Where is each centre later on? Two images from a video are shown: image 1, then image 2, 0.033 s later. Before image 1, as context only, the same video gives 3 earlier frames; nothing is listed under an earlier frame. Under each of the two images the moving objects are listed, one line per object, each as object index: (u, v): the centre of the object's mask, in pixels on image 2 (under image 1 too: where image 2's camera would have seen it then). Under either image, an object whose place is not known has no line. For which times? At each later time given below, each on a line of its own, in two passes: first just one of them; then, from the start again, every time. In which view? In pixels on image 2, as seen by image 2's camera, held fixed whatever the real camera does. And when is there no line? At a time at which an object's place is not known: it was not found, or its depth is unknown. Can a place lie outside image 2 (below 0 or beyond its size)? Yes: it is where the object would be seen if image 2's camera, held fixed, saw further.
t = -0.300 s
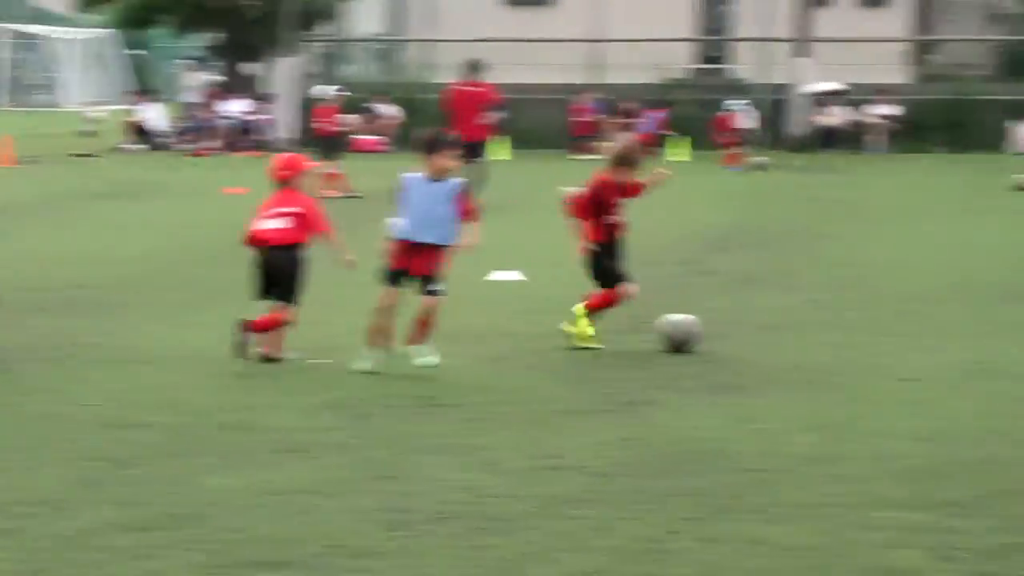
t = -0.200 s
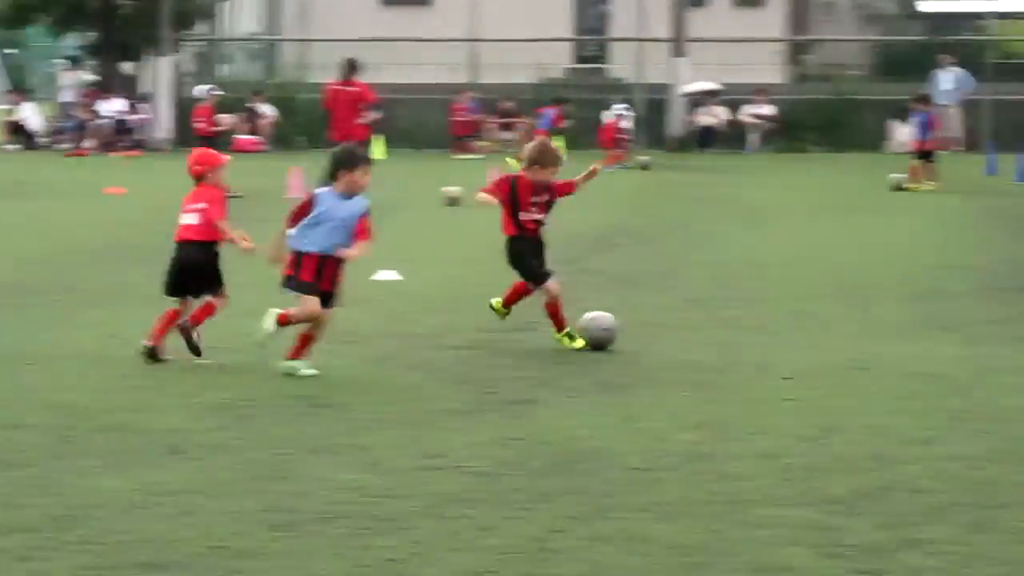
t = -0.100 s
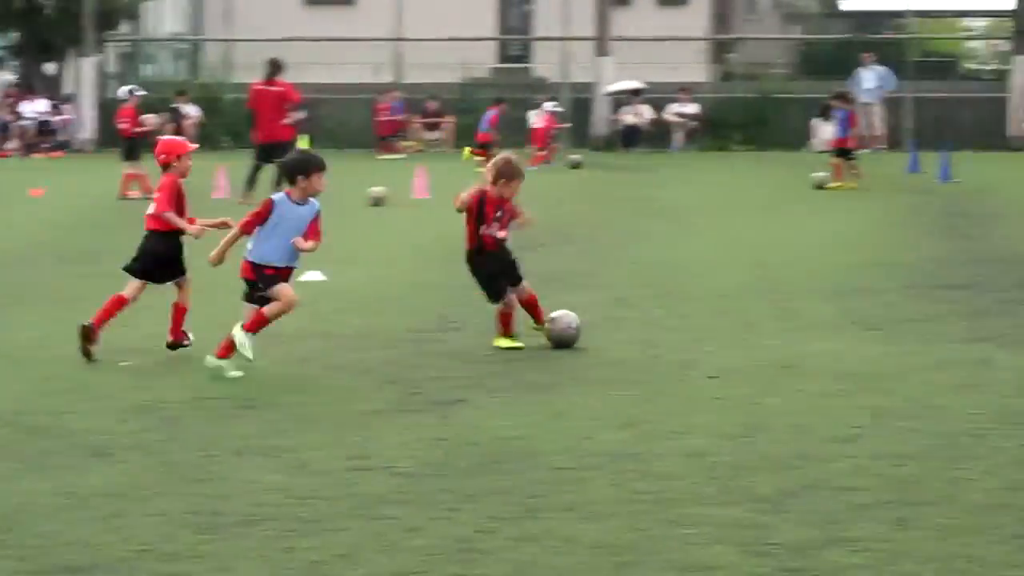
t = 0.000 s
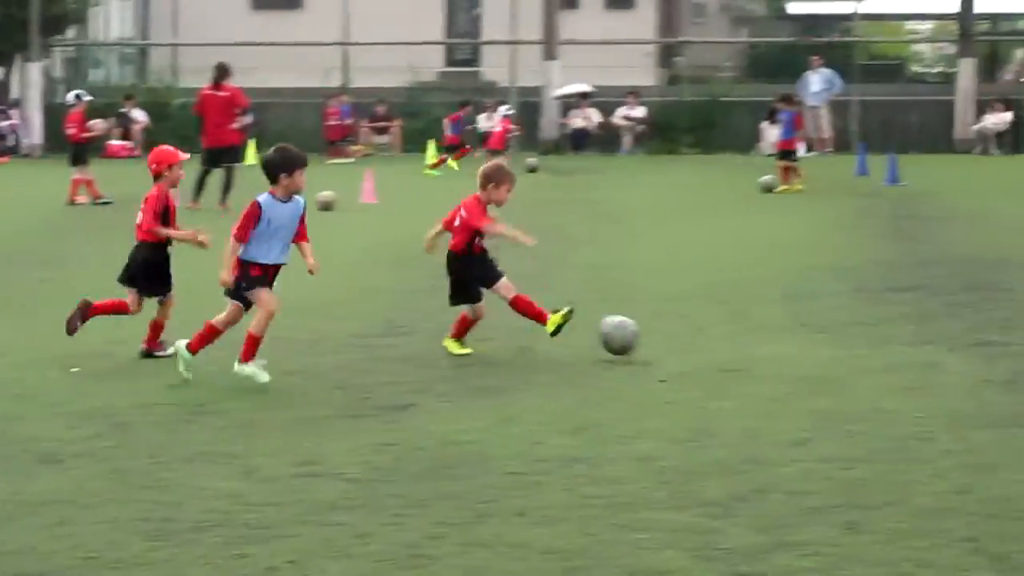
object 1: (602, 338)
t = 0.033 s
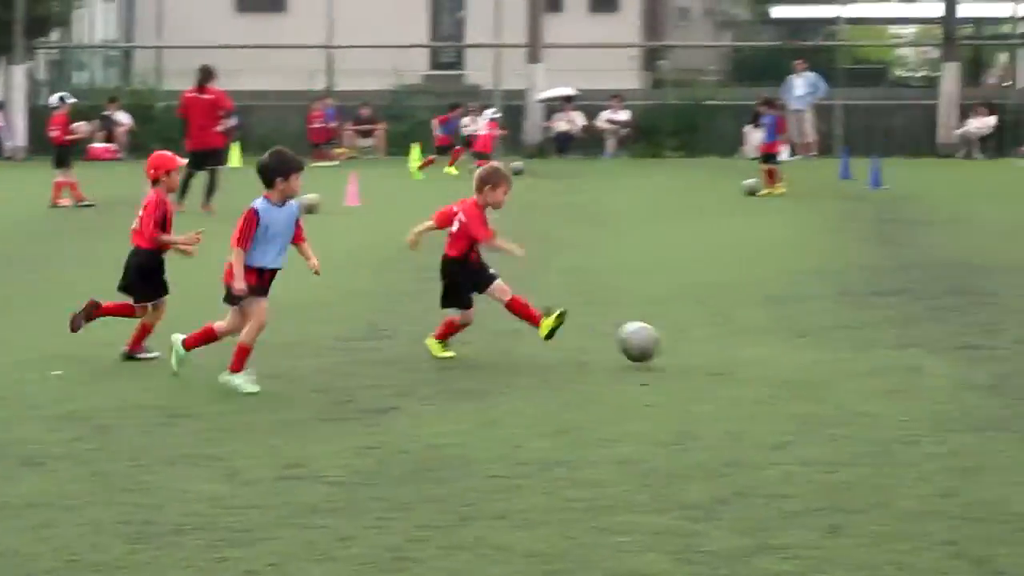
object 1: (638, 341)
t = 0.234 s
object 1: (855, 362)
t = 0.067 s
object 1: (675, 347)
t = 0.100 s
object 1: (714, 354)
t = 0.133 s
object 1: (748, 353)
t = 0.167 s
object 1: (783, 354)
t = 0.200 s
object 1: (819, 357)
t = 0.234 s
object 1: (855, 362)
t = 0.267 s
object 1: (894, 370)
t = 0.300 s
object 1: (928, 371)
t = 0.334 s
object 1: (963, 370)
